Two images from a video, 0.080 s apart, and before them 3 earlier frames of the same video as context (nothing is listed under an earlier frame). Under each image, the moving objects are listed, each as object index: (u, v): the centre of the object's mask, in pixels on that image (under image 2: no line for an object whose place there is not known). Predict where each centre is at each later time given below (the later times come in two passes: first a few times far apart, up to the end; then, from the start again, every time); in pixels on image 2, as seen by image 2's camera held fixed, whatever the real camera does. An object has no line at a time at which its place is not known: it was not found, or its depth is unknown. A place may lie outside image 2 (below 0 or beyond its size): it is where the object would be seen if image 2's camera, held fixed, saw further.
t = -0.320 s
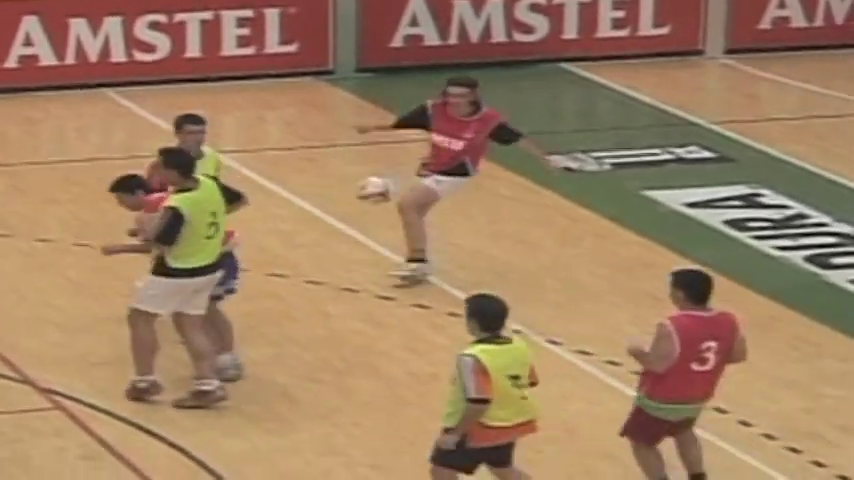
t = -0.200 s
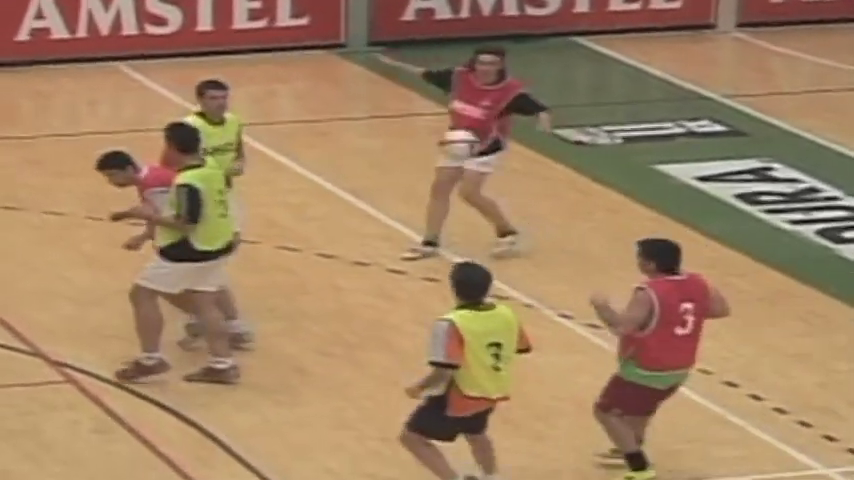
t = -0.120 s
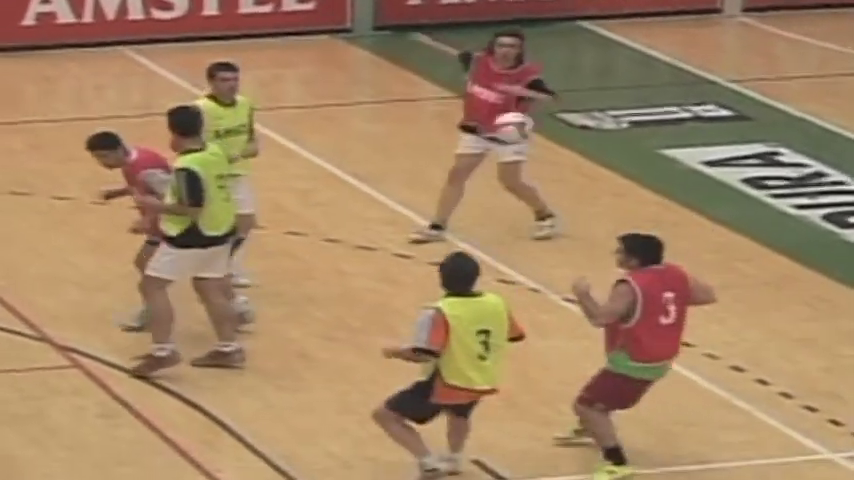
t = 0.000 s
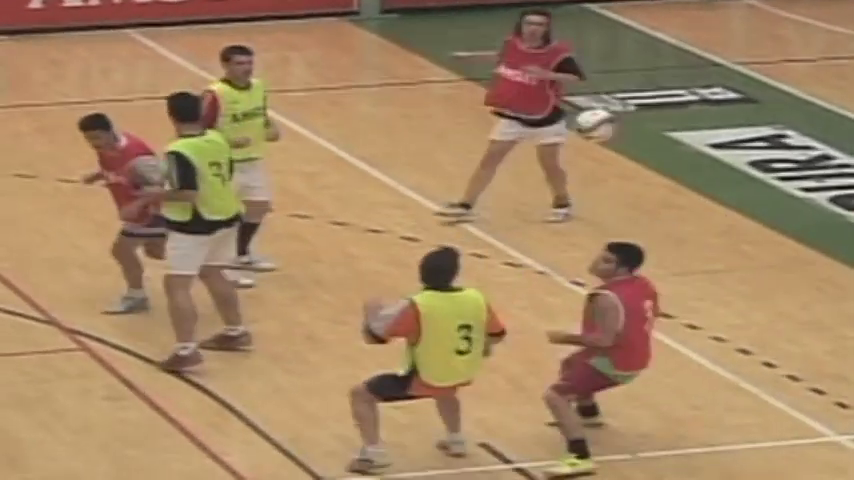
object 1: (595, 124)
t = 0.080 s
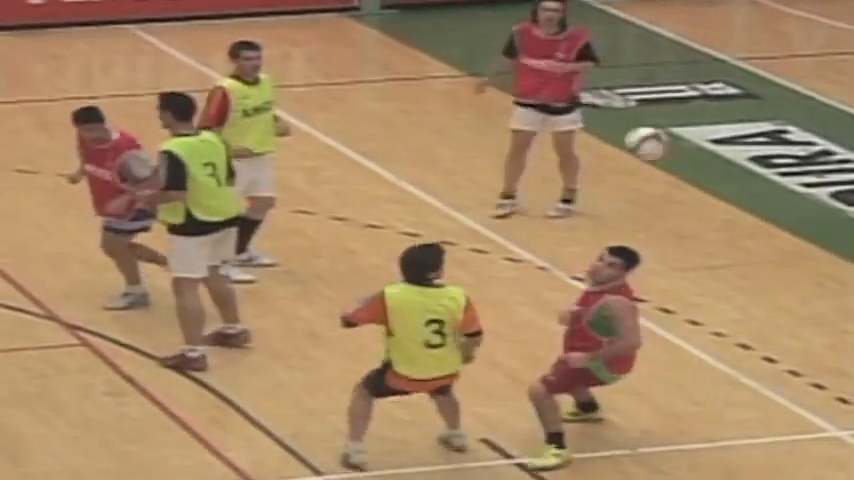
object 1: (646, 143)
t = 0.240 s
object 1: (748, 222)
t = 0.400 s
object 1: (849, 349)
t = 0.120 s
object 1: (671, 157)
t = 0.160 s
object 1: (698, 176)
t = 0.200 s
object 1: (722, 197)
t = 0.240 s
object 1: (748, 222)
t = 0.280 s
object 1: (773, 249)
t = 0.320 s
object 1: (798, 279)
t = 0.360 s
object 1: (824, 314)
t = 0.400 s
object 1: (849, 349)
